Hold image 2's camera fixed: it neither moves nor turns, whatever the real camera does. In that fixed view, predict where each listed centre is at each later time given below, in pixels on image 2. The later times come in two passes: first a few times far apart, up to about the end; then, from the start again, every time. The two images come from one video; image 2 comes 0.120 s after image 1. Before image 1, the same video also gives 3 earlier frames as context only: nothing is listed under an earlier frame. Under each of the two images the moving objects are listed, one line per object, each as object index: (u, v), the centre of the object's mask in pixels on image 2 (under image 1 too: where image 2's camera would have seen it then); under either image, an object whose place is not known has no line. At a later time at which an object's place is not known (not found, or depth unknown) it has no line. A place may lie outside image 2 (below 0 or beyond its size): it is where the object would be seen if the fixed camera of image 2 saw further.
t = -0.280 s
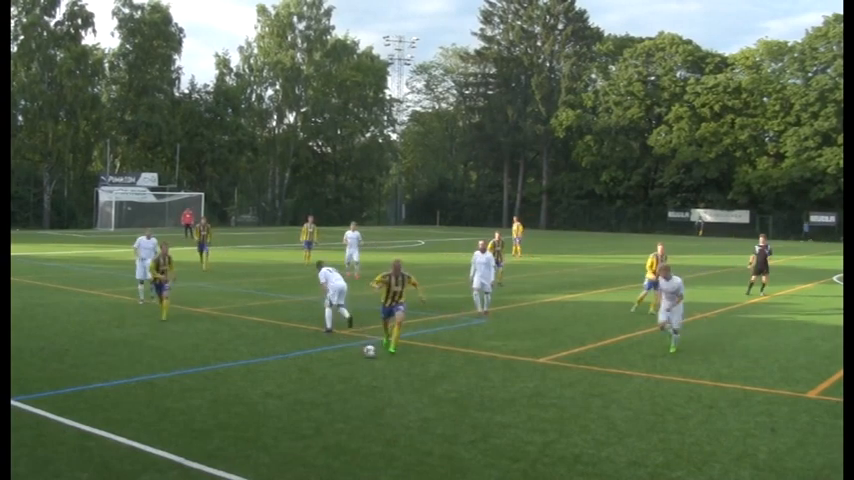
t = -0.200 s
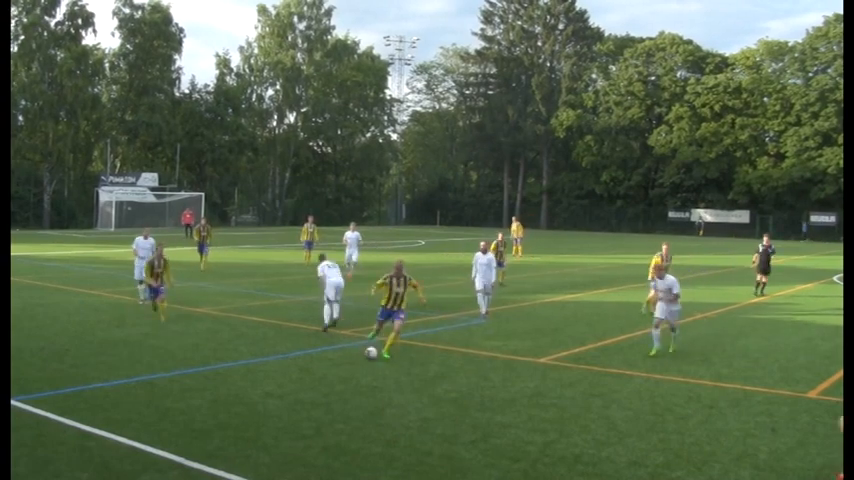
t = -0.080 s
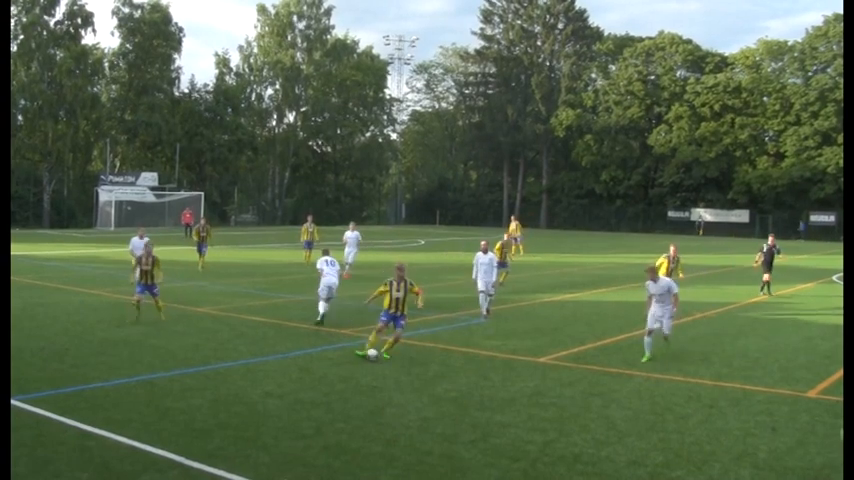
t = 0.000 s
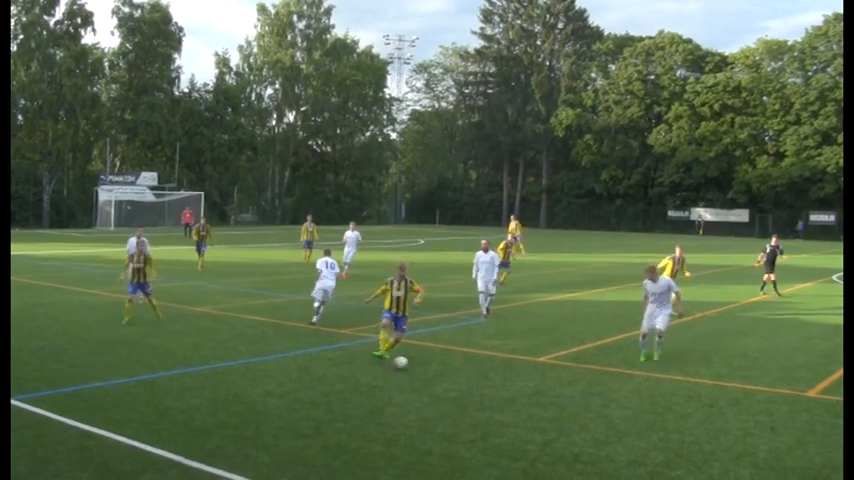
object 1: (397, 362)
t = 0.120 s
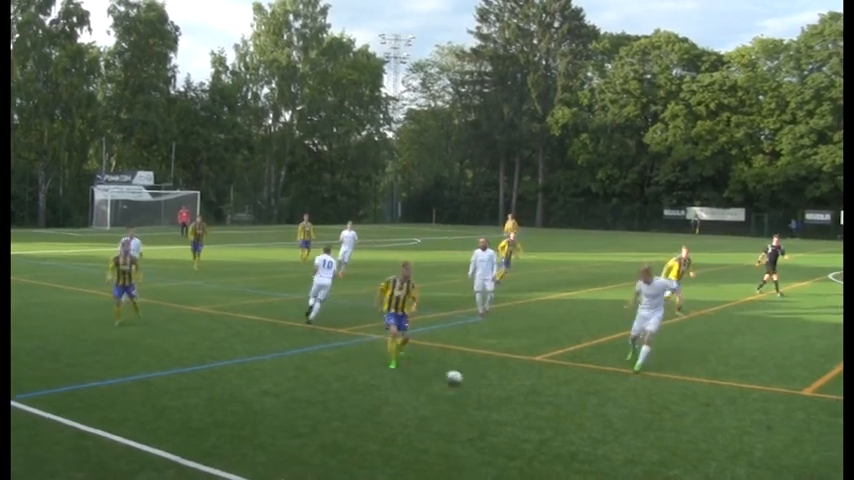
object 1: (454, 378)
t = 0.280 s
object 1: (538, 399)
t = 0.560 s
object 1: (711, 444)
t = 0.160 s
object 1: (473, 383)
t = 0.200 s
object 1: (495, 388)
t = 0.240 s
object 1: (516, 394)
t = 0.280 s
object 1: (538, 399)
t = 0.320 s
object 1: (561, 405)
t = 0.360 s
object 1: (583, 411)
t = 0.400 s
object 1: (608, 417)
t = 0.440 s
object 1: (633, 423)
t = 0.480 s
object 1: (659, 430)
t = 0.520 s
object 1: (683, 436)
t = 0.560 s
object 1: (711, 444)
